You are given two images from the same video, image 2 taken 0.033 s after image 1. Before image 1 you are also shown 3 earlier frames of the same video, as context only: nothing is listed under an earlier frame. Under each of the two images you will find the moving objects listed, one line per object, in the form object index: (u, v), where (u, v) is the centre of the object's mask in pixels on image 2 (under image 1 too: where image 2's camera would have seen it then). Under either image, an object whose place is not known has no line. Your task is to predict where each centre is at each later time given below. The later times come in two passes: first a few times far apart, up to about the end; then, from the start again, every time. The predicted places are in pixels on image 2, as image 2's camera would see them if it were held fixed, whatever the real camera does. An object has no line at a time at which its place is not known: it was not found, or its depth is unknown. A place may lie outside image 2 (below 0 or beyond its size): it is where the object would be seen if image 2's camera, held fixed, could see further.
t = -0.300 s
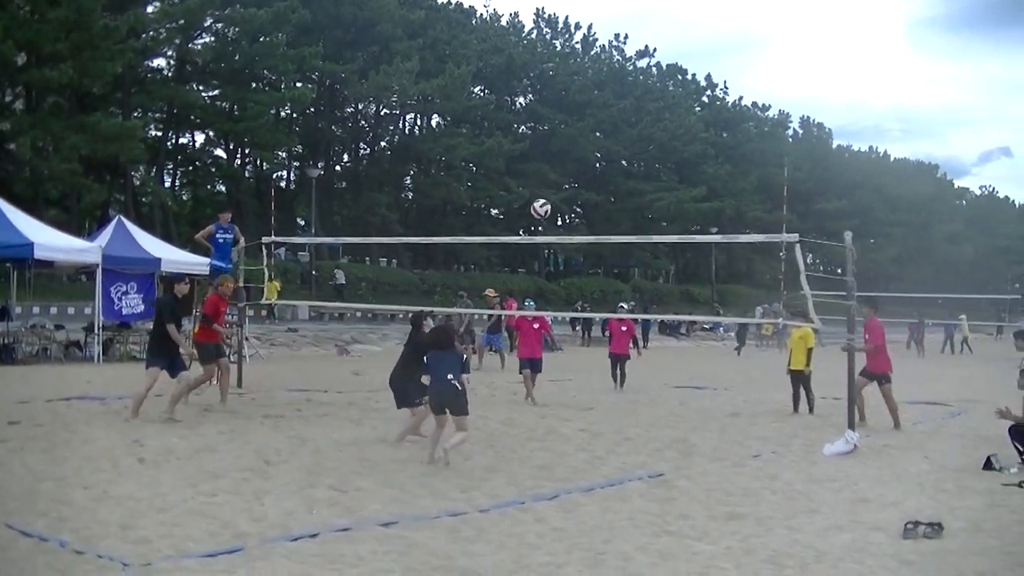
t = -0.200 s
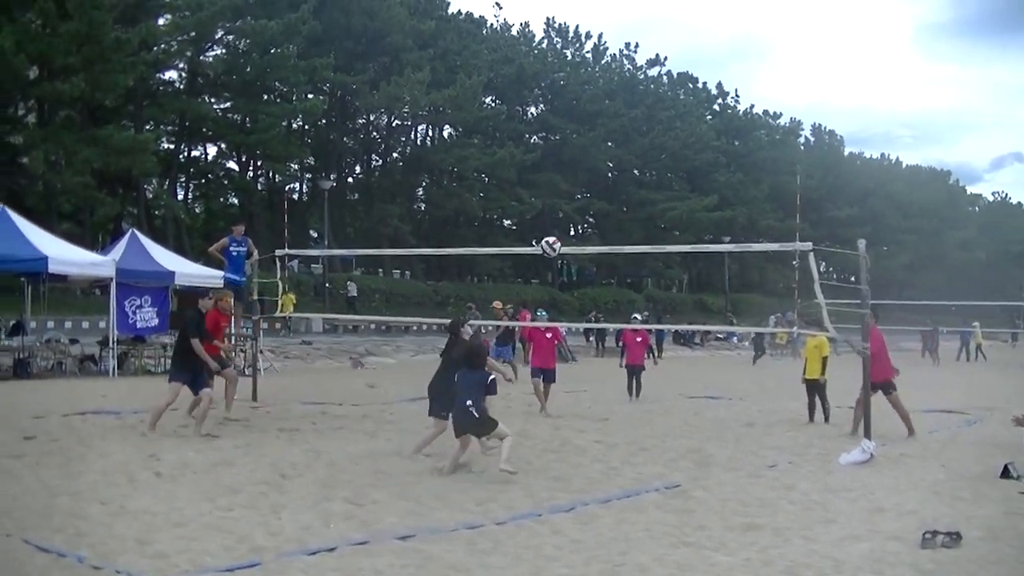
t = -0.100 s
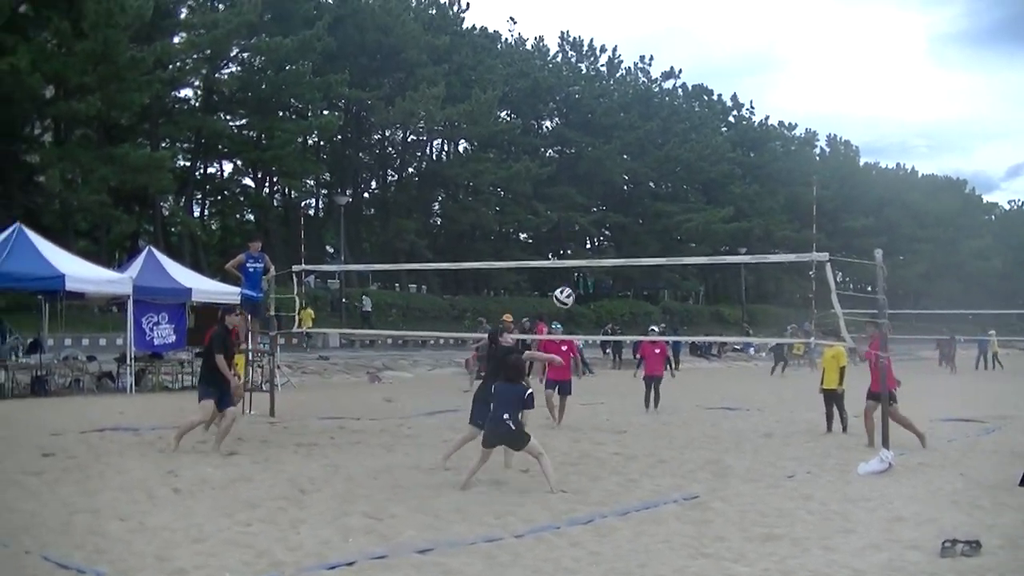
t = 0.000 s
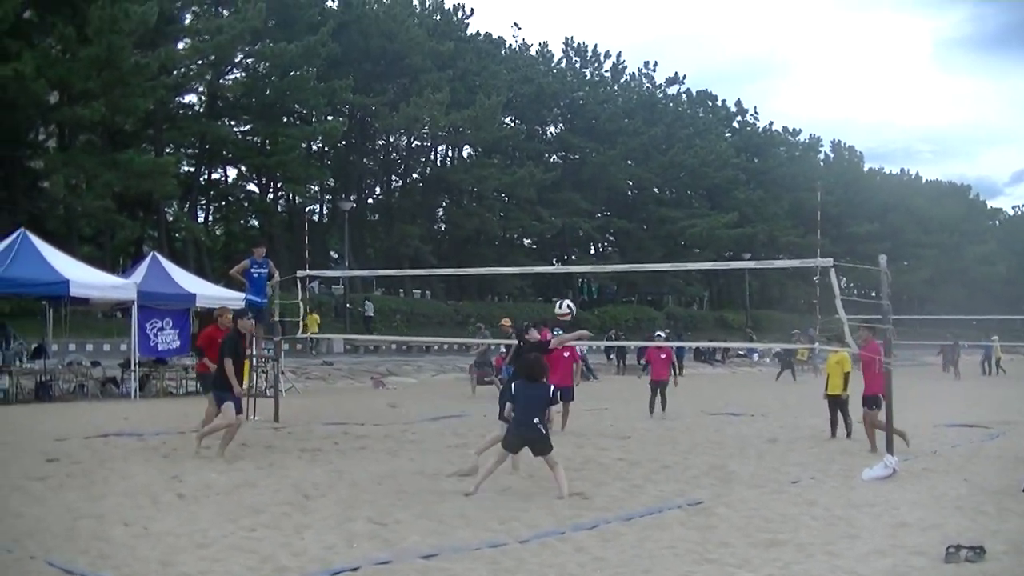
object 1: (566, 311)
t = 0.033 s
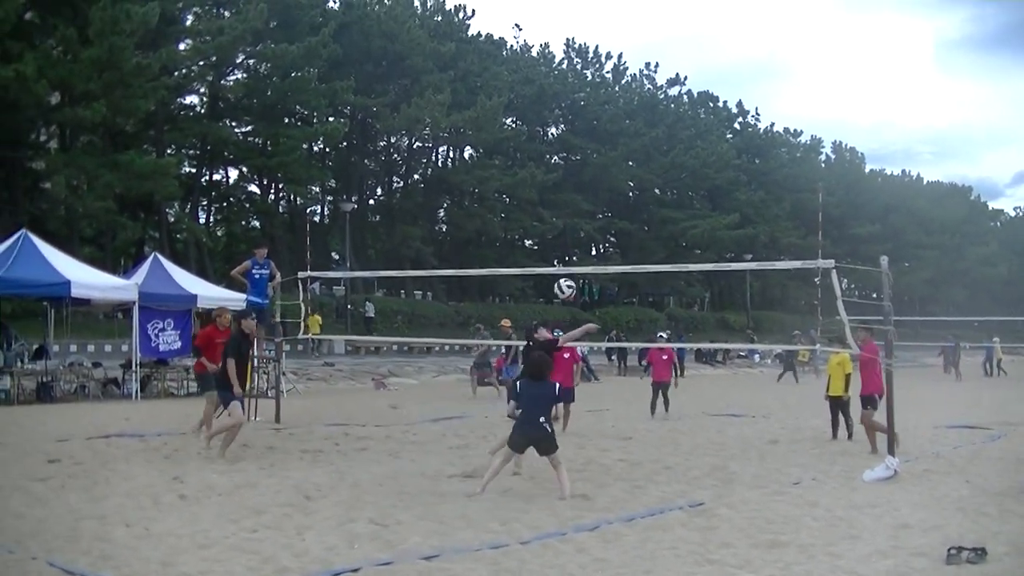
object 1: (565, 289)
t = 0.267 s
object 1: (554, 165)
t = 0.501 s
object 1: (541, 96)
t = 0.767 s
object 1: (527, 78)
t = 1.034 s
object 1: (513, 126)
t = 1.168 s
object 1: (506, 175)
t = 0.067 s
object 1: (564, 267)
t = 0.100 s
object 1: (562, 248)
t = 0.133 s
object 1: (560, 229)
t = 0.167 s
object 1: (559, 211)
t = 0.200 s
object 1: (557, 195)
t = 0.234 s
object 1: (555, 180)
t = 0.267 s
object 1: (554, 165)
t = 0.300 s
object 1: (553, 153)
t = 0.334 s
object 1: (551, 139)
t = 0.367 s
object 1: (549, 129)
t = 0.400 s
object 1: (547, 119)
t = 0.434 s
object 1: (545, 110)
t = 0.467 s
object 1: (543, 102)
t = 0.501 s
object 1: (541, 96)
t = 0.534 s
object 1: (540, 90)
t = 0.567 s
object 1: (538, 85)
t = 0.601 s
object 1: (536, 82)
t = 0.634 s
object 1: (534, 79)
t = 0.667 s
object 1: (532, 77)
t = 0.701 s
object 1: (530, 77)
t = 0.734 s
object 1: (529, 77)
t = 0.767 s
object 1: (527, 78)
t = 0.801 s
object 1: (525, 81)
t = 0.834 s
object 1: (523, 84)
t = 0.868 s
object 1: (521, 88)
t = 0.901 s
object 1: (520, 94)
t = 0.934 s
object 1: (517, 100)
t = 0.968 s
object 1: (516, 108)
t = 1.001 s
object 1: (514, 117)
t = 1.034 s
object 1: (513, 126)
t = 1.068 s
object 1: (511, 136)
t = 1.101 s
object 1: (509, 148)
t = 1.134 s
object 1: (508, 161)
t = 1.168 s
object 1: (506, 175)
